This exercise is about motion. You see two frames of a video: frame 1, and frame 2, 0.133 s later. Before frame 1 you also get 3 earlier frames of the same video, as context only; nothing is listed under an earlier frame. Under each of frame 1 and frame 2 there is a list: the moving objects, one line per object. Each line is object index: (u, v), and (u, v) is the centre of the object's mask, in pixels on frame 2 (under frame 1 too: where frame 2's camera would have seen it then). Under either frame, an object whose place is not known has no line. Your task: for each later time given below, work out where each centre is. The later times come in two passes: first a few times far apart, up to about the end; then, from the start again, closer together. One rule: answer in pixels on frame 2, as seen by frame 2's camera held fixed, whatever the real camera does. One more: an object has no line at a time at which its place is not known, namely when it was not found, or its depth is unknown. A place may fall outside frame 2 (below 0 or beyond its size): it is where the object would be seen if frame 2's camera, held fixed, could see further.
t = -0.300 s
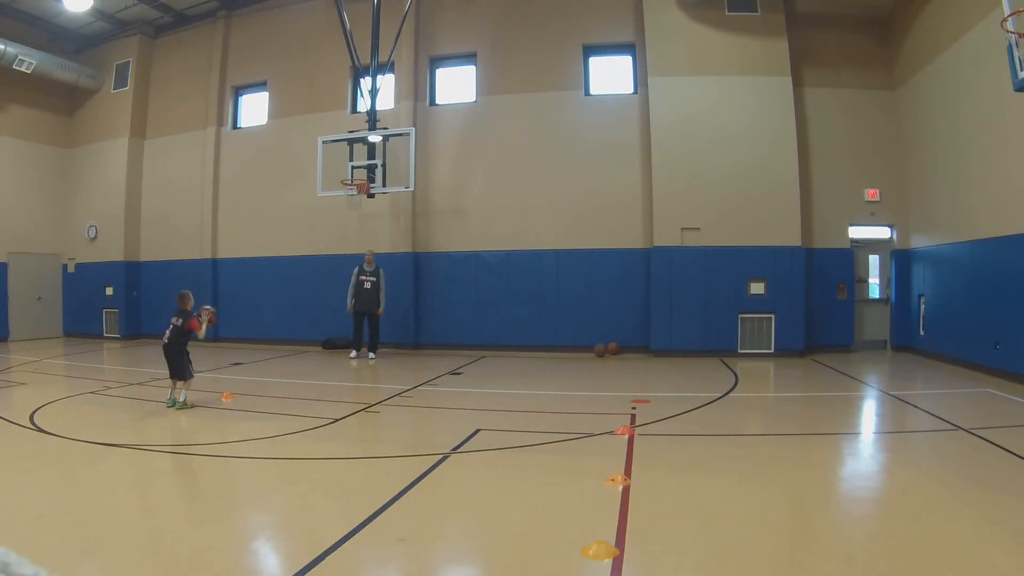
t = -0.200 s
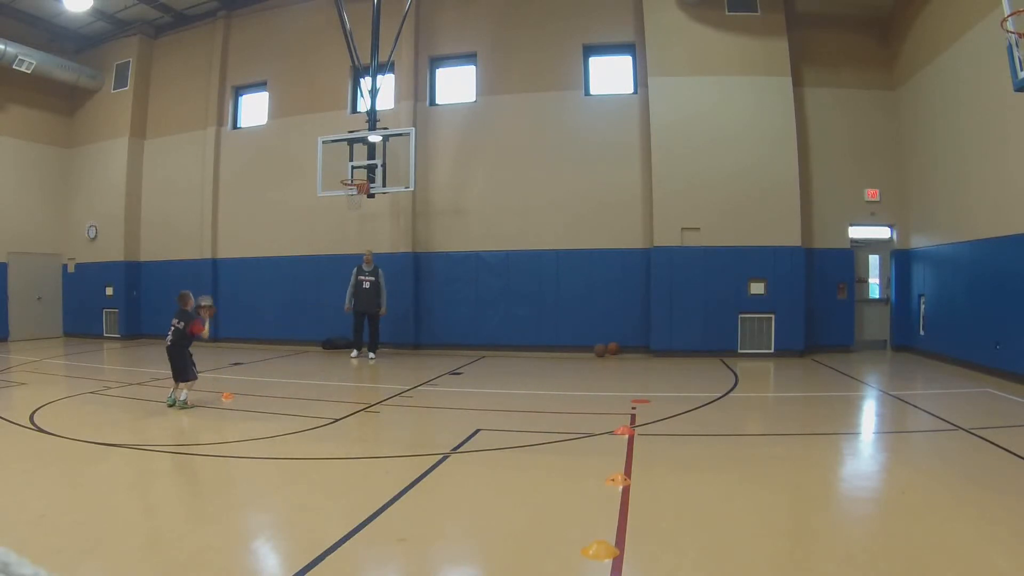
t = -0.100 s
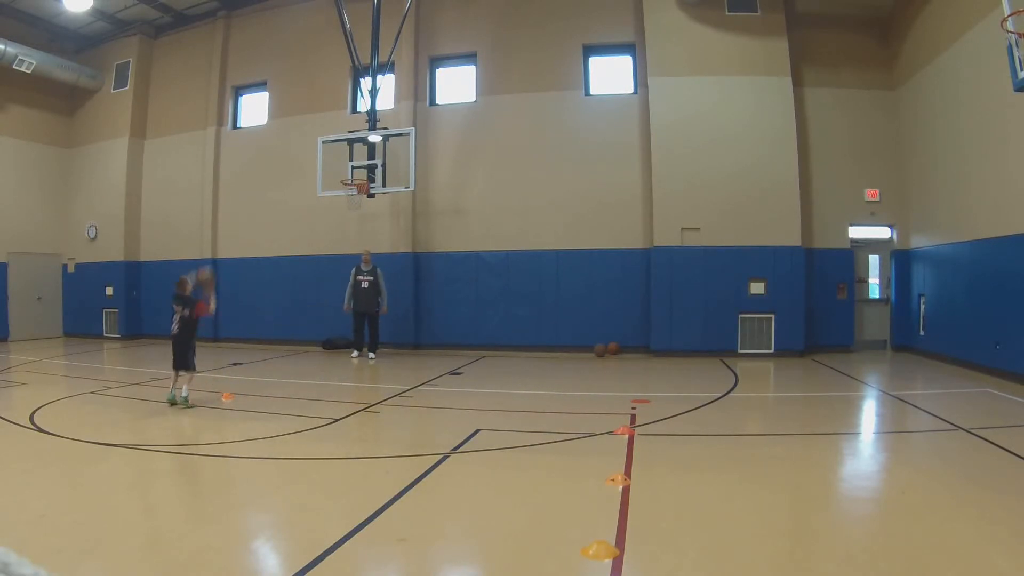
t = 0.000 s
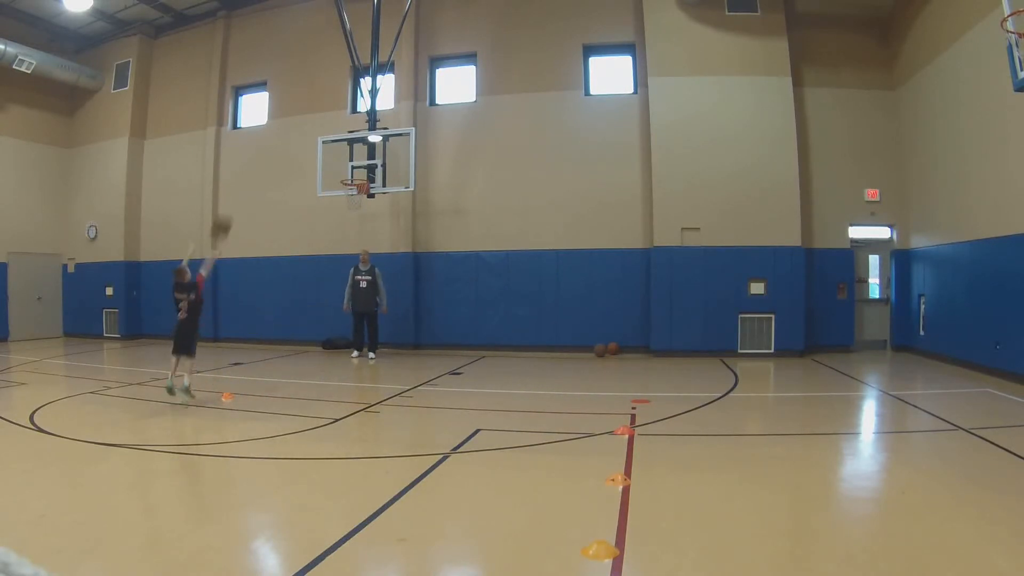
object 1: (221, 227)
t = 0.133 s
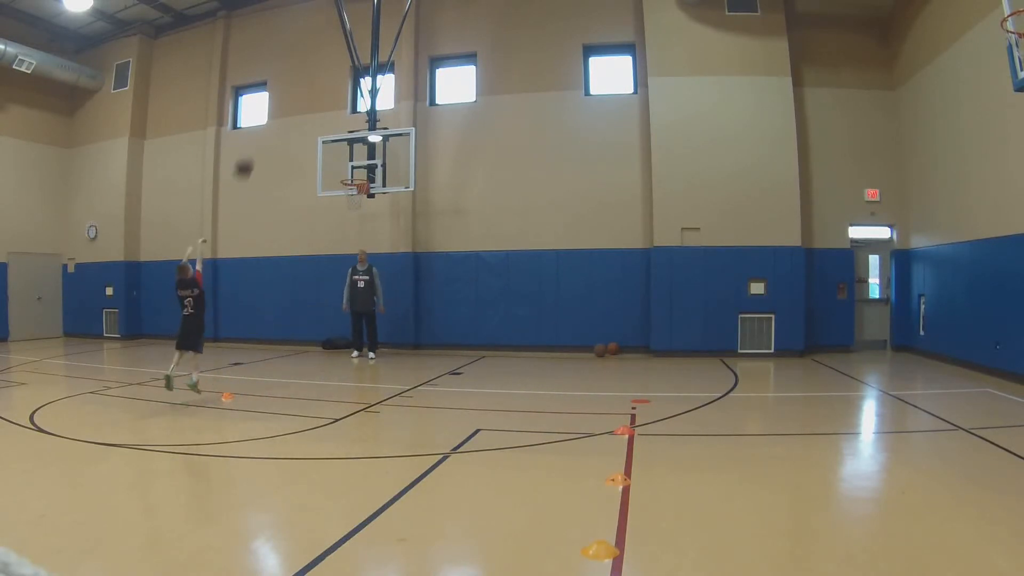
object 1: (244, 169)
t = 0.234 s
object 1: (261, 136)
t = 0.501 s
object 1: (296, 96)
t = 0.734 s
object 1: (320, 103)
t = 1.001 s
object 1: (343, 148)
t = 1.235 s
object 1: (359, 202)
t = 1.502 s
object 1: (368, 247)
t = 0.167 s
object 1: (249, 157)
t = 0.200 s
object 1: (255, 145)
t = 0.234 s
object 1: (261, 136)
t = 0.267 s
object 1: (266, 128)
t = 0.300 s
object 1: (272, 121)
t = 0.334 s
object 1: (276, 115)
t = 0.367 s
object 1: (280, 109)
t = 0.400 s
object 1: (284, 104)
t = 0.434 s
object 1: (288, 101)
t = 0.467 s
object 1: (292, 98)
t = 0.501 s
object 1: (296, 96)
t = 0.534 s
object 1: (299, 95)
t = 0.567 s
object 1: (303, 94)
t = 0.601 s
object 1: (307, 94)
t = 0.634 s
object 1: (310, 96)
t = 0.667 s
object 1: (314, 97)
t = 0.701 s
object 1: (317, 99)
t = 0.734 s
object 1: (320, 103)
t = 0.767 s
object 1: (323, 106)
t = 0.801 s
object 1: (326, 110)
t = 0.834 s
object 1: (329, 115)
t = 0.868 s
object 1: (332, 121)
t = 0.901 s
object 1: (335, 126)
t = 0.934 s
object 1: (337, 132)
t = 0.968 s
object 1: (340, 141)
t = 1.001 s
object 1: (343, 148)
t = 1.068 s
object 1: (347, 166)
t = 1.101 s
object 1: (350, 174)
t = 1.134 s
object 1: (353, 185)
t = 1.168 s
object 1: (354, 195)
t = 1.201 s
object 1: (358, 201)
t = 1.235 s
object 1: (359, 202)
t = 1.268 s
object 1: (360, 208)
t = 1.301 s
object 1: (361, 211)
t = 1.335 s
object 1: (362, 216)
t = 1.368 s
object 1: (363, 220)
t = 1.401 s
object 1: (365, 226)
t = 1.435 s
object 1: (366, 233)
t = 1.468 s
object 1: (367, 239)
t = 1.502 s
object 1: (368, 247)
